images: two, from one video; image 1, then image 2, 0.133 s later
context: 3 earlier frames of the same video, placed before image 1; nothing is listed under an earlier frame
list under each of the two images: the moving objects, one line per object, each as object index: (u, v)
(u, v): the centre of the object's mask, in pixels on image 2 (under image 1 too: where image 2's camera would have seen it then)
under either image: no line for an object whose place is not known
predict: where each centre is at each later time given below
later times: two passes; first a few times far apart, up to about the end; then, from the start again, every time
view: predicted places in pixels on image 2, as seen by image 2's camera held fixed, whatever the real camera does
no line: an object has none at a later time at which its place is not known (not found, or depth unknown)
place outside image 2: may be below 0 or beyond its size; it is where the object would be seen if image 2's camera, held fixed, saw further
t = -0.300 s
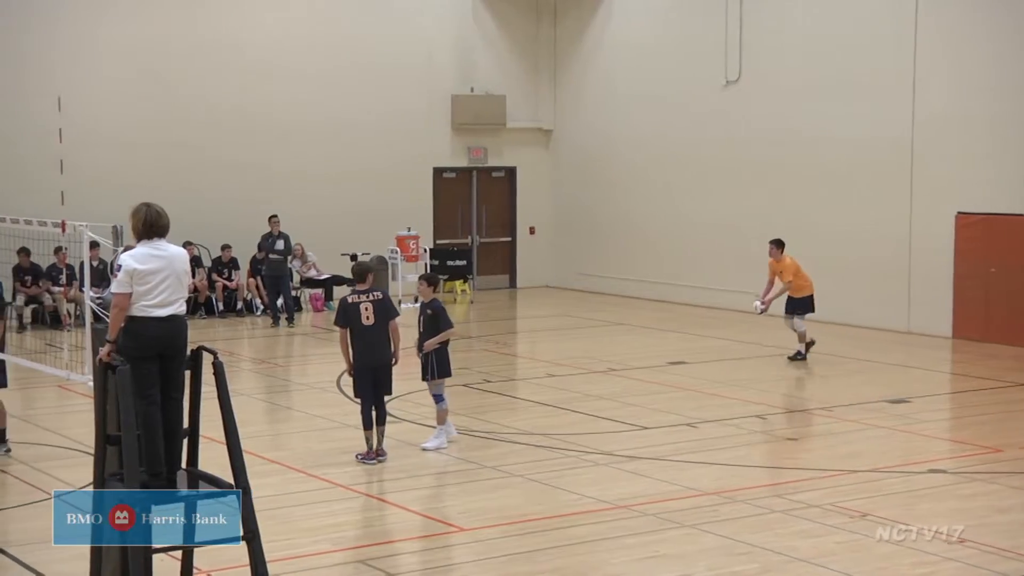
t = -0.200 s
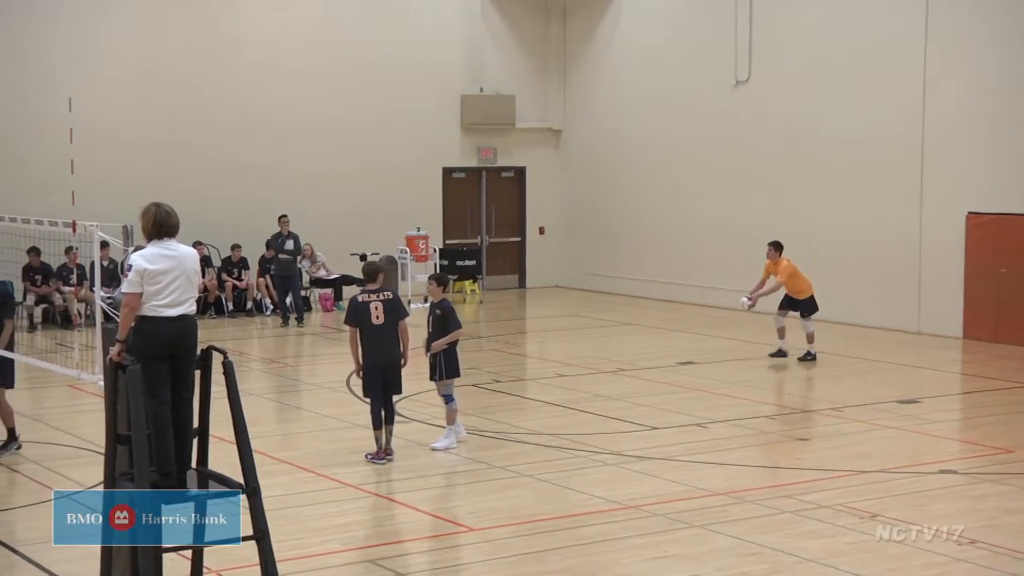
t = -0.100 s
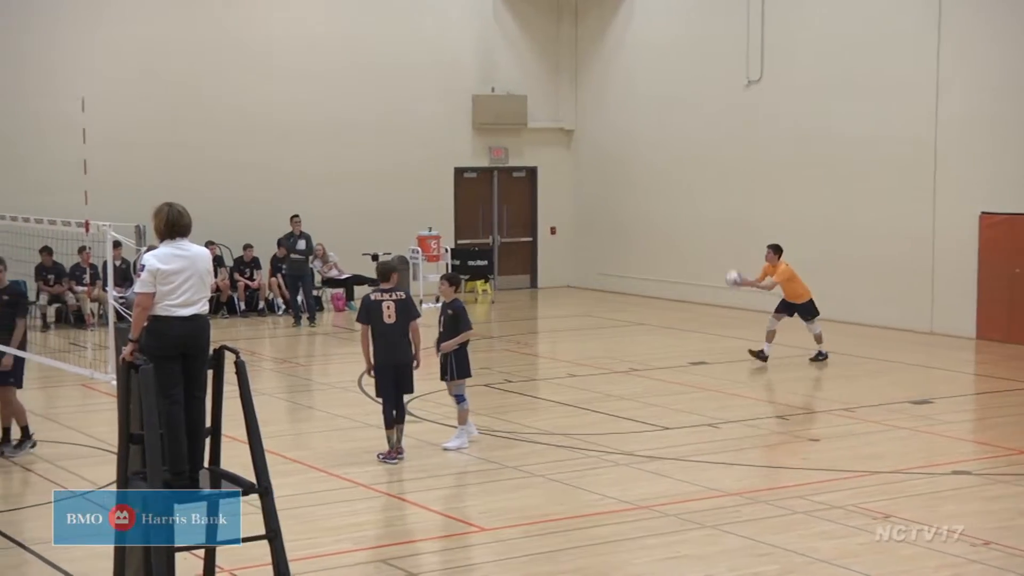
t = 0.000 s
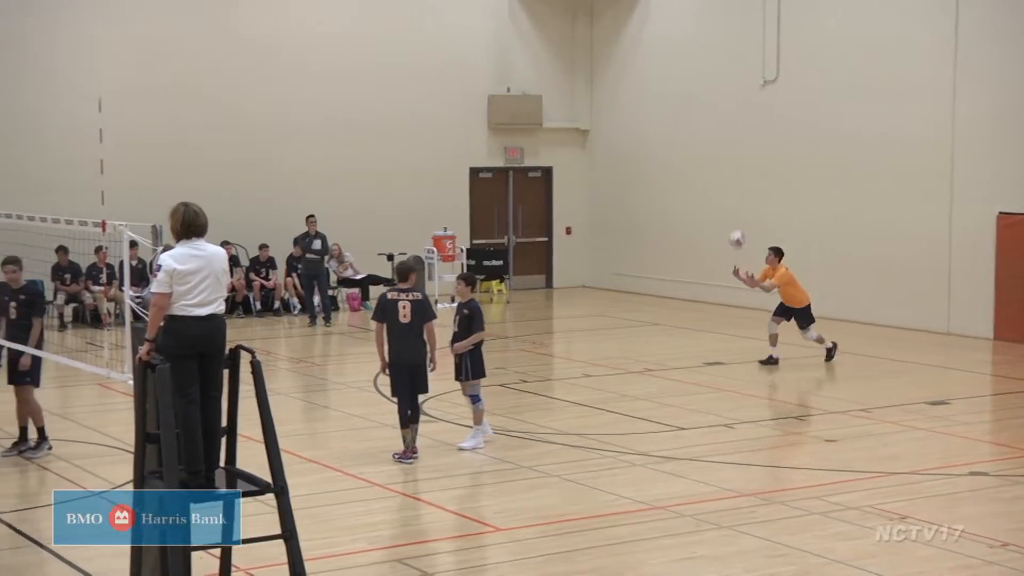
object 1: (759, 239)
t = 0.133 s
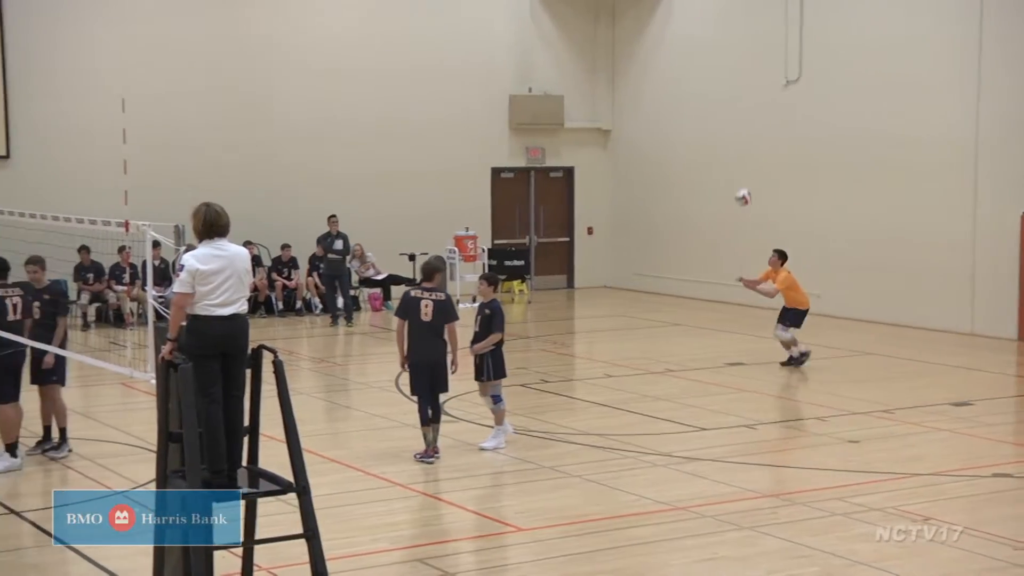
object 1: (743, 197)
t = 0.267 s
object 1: (727, 168)
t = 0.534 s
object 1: (693, 151)
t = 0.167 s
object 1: (739, 188)
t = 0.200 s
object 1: (735, 181)
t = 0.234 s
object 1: (731, 174)
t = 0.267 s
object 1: (727, 168)
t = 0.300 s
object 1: (723, 163)
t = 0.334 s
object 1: (718, 159)
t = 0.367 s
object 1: (714, 155)
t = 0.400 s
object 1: (710, 153)
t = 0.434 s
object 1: (706, 151)
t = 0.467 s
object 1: (702, 150)
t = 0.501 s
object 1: (697, 150)
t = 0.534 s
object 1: (693, 151)
